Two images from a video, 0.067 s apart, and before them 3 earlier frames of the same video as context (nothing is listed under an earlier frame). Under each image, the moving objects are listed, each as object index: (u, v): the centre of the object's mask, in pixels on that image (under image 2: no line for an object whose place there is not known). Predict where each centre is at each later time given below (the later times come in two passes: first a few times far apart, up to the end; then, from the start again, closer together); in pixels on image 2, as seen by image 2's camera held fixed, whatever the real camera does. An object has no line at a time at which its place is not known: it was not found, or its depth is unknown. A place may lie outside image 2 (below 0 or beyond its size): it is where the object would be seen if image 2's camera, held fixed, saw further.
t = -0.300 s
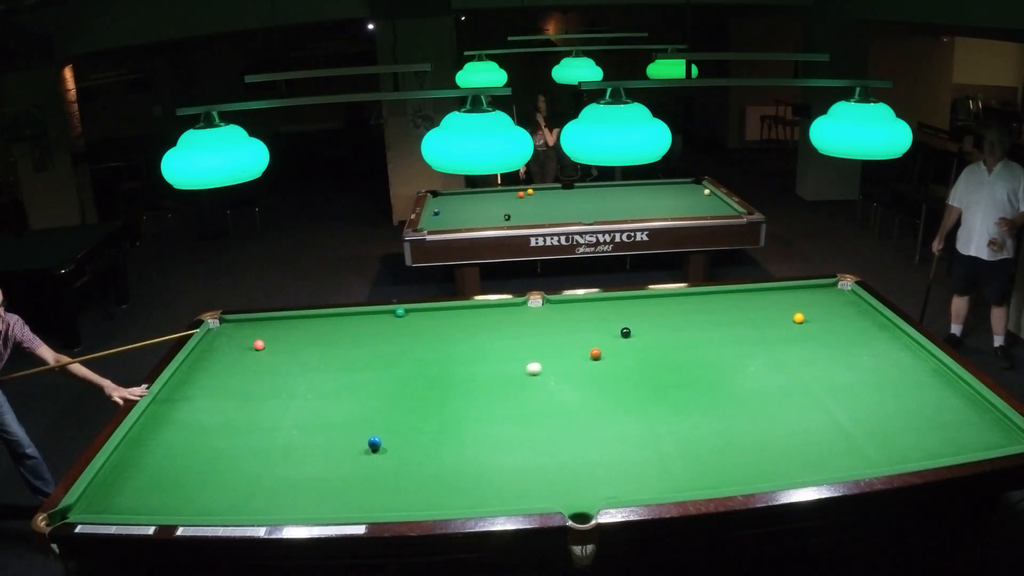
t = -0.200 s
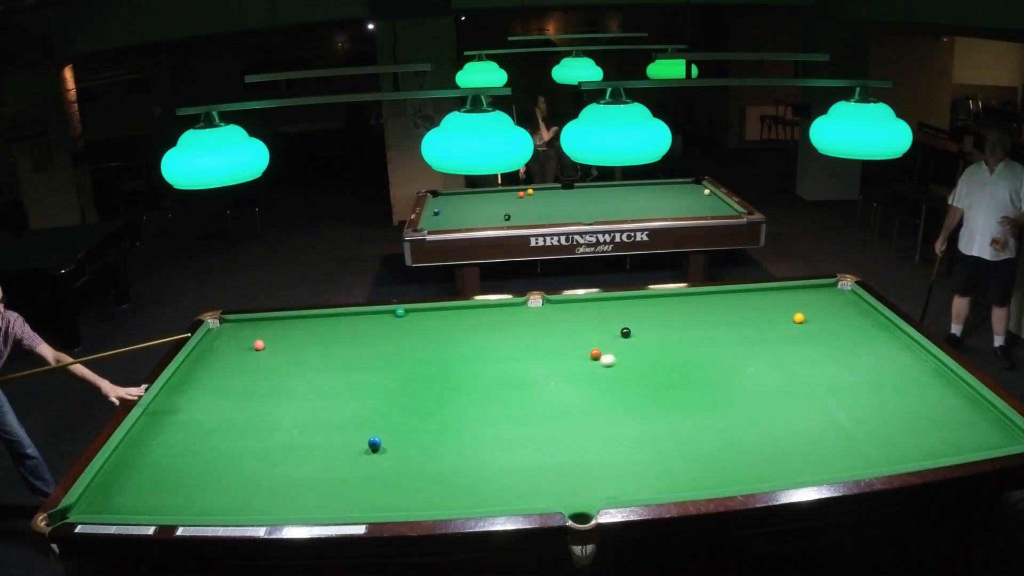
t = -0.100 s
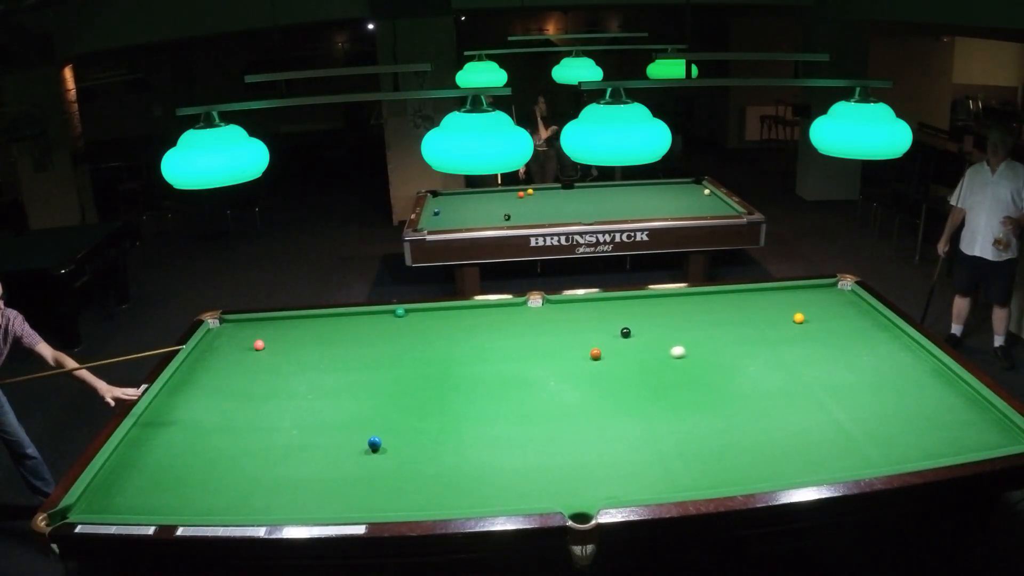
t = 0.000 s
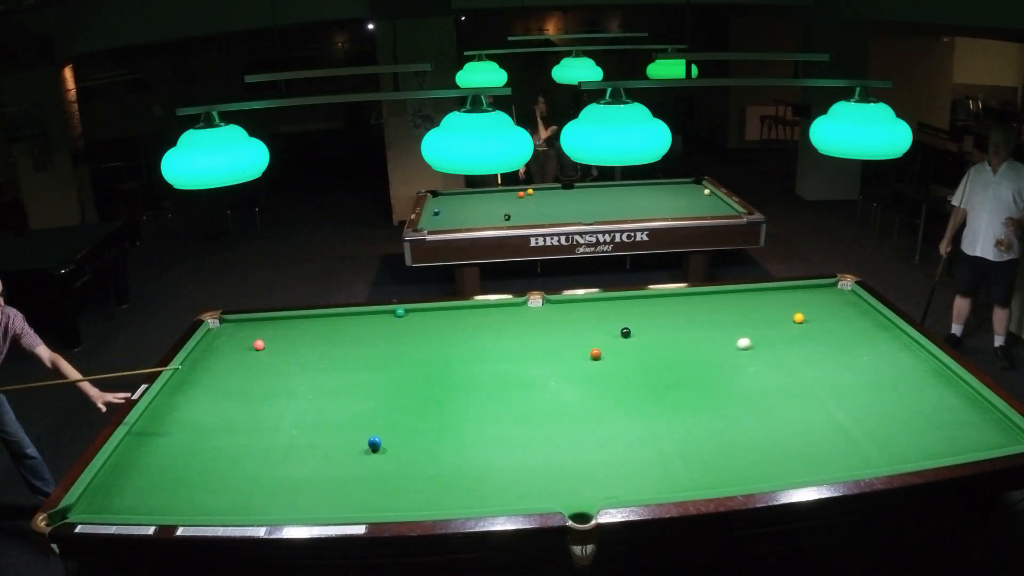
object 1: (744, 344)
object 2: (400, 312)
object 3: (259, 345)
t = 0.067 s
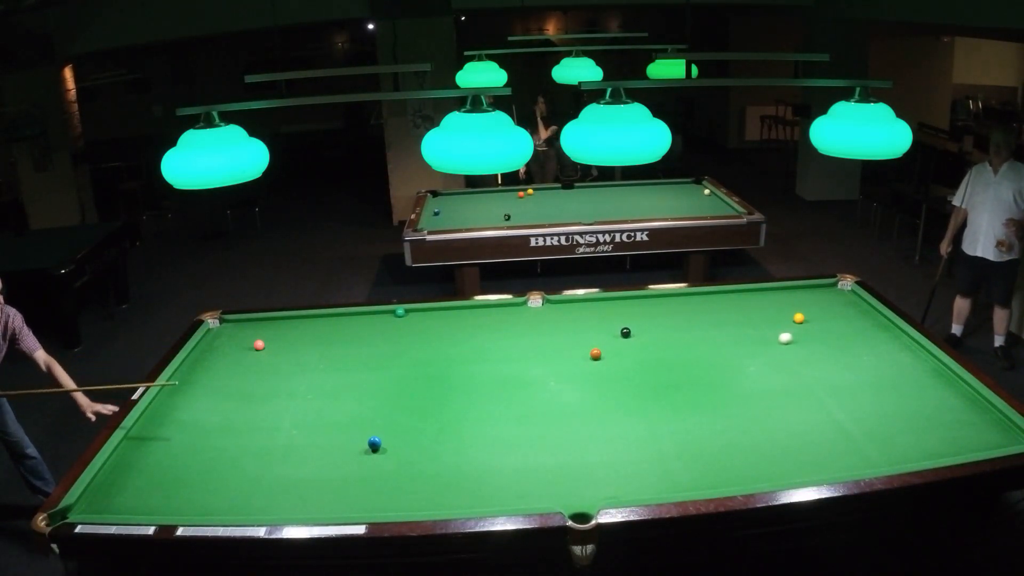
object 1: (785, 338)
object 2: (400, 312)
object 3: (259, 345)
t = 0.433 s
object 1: (805, 323)
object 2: (400, 312)
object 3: (259, 345)
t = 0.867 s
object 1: (602, 319)
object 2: (400, 312)
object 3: (259, 345)
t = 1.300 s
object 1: (411, 315)
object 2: (399, 312)
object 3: (259, 345)
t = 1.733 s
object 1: (290, 339)
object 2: (353, 339)
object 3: (259, 345)
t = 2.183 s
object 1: (248, 348)
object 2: (300, 373)
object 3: (191, 358)
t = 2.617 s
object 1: (222, 353)
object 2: (243, 407)
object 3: (239, 362)
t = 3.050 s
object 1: (199, 357)
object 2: (183, 445)
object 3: (286, 367)
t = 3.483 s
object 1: (191, 361)
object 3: (333, 371)
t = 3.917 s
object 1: (199, 362)
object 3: (380, 374)
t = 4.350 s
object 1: (204, 362)
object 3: (425, 378)
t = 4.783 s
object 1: (207, 363)
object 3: (468, 381)
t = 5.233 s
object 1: (208, 363)
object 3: (508, 384)
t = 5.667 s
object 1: (208, 363)
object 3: (544, 386)
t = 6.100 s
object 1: (208, 362)
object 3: (577, 388)
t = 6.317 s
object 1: (208, 363)
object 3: (592, 389)
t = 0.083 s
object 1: (795, 337)
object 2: (400, 312)
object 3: (259, 345)
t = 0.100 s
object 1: (805, 336)
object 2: (400, 312)
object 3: (259, 345)
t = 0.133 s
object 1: (824, 333)
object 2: (400, 312)
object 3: (259, 345)
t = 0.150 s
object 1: (834, 332)
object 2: (400, 312)
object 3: (259, 345)
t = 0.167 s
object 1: (843, 331)
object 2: (400, 312)
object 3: (259, 345)
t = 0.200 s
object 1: (861, 328)
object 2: (400, 312)
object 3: (259, 345)
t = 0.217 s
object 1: (870, 327)
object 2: (400, 312)
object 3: (259, 345)
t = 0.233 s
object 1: (879, 325)
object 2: (400, 312)
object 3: (259, 345)
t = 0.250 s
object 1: (888, 324)
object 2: (400, 312)
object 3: (259, 345)
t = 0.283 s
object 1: (879, 324)
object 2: (400, 312)
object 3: (259, 345)
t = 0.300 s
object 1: (871, 324)
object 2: (400, 312)
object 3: (259, 345)
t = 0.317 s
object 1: (862, 324)
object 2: (400, 312)
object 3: (259, 345)
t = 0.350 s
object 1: (845, 323)
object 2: (400, 312)
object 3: (259, 345)
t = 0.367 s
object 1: (837, 323)
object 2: (400, 312)
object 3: (259, 345)
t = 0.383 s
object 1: (828, 323)
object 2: (400, 312)
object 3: (259, 345)
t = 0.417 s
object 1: (813, 323)
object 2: (400, 312)
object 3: (259, 345)
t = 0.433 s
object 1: (805, 323)
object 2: (400, 312)
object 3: (259, 345)
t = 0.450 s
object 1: (797, 323)
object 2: (400, 312)
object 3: (259, 345)
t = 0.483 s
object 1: (782, 322)
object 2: (400, 312)
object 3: (259, 345)
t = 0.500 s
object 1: (774, 322)
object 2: (400, 312)
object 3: (259, 345)
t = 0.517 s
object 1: (766, 322)
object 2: (400, 312)
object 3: (259, 345)
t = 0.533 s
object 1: (758, 322)
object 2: (400, 312)
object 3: (259, 345)
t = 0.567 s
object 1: (742, 322)
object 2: (400, 312)
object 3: (259, 345)
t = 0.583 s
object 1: (735, 321)
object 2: (400, 312)
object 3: (259, 345)
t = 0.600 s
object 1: (727, 321)
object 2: (400, 312)
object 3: (259, 345)
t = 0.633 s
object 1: (711, 321)
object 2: (400, 312)
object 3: (259, 345)
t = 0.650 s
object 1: (703, 321)
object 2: (400, 312)
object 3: (259, 345)
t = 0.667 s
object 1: (696, 321)
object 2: (400, 312)
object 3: (259, 345)
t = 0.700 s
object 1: (680, 321)
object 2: (400, 312)
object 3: (259, 345)
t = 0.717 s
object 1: (672, 320)
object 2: (400, 312)
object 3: (259, 345)
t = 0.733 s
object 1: (664, 320)
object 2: (400, 312)
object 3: (259, 345)
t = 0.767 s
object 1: (649, 320)
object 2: (400, 312)
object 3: (259, 345)
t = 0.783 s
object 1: (641, 320)
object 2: (400, 312)
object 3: (259, 345)
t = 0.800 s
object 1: (633, 319)
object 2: (400, 312)
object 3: (259, 345)
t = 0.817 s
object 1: (625, 319)
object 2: (400, 312)
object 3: (259, 345)
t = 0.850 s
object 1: (610, 319)
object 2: (400, 312)
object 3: (259, 345)
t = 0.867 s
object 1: (602, 319)
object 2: (400, 312)
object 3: (259, 345)
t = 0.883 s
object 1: (594, 319)
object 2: (400, 312)
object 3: (259, 345)
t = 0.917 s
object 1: (579, 318)
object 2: (400, 312)
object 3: (259, 345)
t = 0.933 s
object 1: (571, 318)
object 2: (400, 312)
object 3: (259, 345)
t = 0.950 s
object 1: (563, 318)
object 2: (400, 312)
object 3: (259, 345)
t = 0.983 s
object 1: (548, 318)
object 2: (400, 312)
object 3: (259, 345)
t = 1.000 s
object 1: (540, 318)
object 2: (400, 312)
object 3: (259, 345)
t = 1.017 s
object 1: (533, 318)
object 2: (400, 312)
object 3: (259, 345)
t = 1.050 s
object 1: (518, 317)
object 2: (400, 312)
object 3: (259, 345)
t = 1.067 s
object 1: (510, 317)
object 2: (400, 312)
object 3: (259, 345)
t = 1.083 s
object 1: (503, 317)
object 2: (400, 312)
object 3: (259, 345)
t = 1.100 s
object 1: (496, 317)
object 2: (400, 312)
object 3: (259, 345)
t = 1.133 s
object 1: (482, 317)
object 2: (400, 312)
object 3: (259, 345)
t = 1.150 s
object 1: (474, 316)
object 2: (400, 312)
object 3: (259, 345)
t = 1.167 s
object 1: (467, 316)
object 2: (400, 312)
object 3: (259, 345)
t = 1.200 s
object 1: (453, 316)
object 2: (400, 312)
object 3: (259, 345)
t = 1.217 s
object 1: (446, 316)
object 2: (400, 312)
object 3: (259, 345)
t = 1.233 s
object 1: (438, 316)
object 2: (400, 312)
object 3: (259, 345)
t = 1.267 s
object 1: (425, 315)
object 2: (400, 312)
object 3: (259, 345)
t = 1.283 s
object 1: (417, 315)
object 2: (400, 312)
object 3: (259, 345)
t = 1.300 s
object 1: (411, 315)
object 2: (399, 312)
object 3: (259, 345)
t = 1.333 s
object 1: (401, 316)
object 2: (395, 311)
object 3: (259, 345)
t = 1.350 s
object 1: (396, 317)
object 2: (393, 311)
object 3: (259, 345)
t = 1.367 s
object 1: (392, 318)
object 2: (392, 312)
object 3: (259, 345)
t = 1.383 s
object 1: (388, 320)
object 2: (390, 313)
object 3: (259, 345)
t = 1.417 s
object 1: (380, 321)
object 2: (388, 317)
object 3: (259, 345)
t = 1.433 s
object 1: (375, 323)
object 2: (386, 319)
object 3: (259, 345)
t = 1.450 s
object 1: (371, 323)
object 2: (385, 320)
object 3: (259, 345)
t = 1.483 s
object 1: (361, 325)
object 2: (380, 322)
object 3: (259, 345)
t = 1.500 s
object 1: (357, 326)
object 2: (378, 323)
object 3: (259, 345)
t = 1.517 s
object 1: (352, 327)
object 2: (376, 324)
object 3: (259, 345)
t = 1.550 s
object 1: (342, 329)
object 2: (373, 327)
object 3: (259, 345)
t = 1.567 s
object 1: (338, 330)
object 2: (371, 328)
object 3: (259, 345)
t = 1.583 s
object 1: (333, 331)
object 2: (369, 329)
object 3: (259, 345)
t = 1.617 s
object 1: (323, 333)
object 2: (365, 331)
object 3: (259, 345)
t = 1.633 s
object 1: (319, 334)
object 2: (363, 333)
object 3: (259, 345)
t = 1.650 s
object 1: (314, 334)
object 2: (362, 333)
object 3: (259, 345)
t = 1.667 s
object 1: (309, 335)
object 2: (360, 335)
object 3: (259, 345)
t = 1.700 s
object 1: (300, 337)
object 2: (357, 337)
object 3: (259, 345)
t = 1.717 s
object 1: (295, 338)
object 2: (355, 338)
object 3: (259, 345)
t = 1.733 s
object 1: (290, 339)
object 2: (353, 339)
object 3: (259, 345)
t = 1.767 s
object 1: (281, 341)
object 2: (349, 342)
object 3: (259, 345)
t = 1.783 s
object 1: (276, 342)
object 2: (347, 343)
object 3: (259, 345)
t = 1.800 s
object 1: (272, 342)
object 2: (345, 344)
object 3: (259, 345)
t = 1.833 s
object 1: (269, 343)
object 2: (341, 346)
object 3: (252, 346)
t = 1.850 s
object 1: (269, 343)
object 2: (339, 347)
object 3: (248, 347)
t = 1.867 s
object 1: (268, 343)
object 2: (337, 349)
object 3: (244, 348)
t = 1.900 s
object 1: (267, 344)
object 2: (333, 351)
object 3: (236, 349)
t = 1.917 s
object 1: (266, 344)
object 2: (332, 352)
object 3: (233, 350)
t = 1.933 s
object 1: (265, 344)
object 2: (330, 354)
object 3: (230, 350)
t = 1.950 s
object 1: (264, 344)
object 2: (328, 355)
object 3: (226, 351)
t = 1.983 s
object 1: (261, 345)
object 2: (324, 357)
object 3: (221, 352)
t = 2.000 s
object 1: (260, 345)
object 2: (322, 359)
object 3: (217, 353)
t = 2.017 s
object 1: (259, 345)
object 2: (320, 360)
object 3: (214, 353)
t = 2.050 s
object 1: (257, 346)
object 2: (316, 362)
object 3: (209, 354)
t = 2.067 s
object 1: (256, 346)
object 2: (314, 364)
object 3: (205, 355)
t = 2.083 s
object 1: (255, 346)
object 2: (311, 365)
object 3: (202, 355)
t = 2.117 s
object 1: (252, 347)
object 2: (308, 367)
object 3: (197, 356)
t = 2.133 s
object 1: (251, 347)
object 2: (306, 369)
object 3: (193, 357)
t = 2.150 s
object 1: (250, 347)
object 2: (304, 370)
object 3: (190, 357)
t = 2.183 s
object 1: (248, 348)
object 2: (300, 373)
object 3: (191, 358)
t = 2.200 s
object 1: (247, 348)
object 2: (298, 374)
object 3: (193, 358)
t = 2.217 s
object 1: (246, 348)
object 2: (296, 375)
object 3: (195, 358)
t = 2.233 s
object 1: (245, 348)
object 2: (293, 376)
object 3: (197, 358)
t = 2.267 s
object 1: (243, 349)
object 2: (289, 379)
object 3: (200, 359)
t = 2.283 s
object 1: (242, 349)
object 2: (287, 380)
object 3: (202, 359)
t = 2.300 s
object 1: (241, 349)
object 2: (285, 381)
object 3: (204, 359)
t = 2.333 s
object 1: (239, 349)
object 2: (280, 384)
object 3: (208, 359)
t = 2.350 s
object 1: (238, 350)
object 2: (278, 385)
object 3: (209, 360)
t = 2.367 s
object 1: (237, 350)
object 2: (276, 387)
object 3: (211, 360)
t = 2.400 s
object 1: (234, 350)
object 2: (272, 390)
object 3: (215, 361)
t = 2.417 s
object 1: (234, 351)
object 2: (270, 391)
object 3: (217, 360)
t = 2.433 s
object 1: (233, 351)
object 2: (268, 392)
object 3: (218, 361)
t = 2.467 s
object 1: (231, 351)
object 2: (263, 395)
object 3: (222, 361)
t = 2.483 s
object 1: (230, 351)
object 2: (261, 396)
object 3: (224, 361)
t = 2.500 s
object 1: (229, 351)
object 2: (259, 398)
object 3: (226, 362)
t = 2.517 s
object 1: (228, 352)
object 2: (257, 399)
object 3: (228, 362)
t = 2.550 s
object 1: (226, 352)
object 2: (252, 402)
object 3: (231, 362)
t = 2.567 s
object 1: (225, 352)
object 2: (250, 403)
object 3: (233, 362)
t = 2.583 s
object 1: (224, 353)
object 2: (248, 404)
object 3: (235, 362)
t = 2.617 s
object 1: (222, 353)
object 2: (243, 407)
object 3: (239, 362)
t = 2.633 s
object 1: (221, 353)
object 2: (241, 409)
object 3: (241, 363)
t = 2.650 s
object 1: (220, 353)
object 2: (239, 410)
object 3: (242, 363)
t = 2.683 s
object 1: (218, 354)
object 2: (234, 413)
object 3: (246, 363)
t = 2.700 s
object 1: (217, 354)
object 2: (232, 415)
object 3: (248, 364)
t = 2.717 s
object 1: (216, 354)
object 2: (230, 416)
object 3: (250, 364)
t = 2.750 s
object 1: (214, 354)
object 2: (225, 419)
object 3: (253, 364)
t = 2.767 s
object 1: (214, 355)
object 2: (223, 420)
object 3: (255, 364)
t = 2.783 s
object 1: (213, 355)
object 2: (221, 422)
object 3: (257, 365)
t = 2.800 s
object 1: (212, 355)
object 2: (218, 423)
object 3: (259, 365)
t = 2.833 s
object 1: (210, 355)
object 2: (214, 426)
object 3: (262, 365)
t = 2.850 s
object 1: (209, 356)
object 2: (211, 427)
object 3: (264, 365)
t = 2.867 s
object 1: (208, 356)
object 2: (209, 429)
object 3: (266, 365)
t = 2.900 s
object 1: (207, 356)
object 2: (204, 432)
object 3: (270, 365)
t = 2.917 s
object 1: (206, 356)
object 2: (202, 433)
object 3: (272, 366)
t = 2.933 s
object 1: (205, 356)
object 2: (200, 435)
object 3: (274, 366)
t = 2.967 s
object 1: (203, 357)
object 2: (195, 438)
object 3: (277, 366)
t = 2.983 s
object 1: (202, 357)
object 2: (193, 439)
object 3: (279, 366)
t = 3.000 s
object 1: (202, 357)
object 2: (190, 441)
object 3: (281, 367)
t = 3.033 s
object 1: (200, 357)
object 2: (185, 444)
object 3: (285, 367)
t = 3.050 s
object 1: (199, 357)
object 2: (183, 445)
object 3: (286, 367)
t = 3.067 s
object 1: (198, 358)
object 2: (180, 447)
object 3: (288, 367)
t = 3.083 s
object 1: (198, 358)
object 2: (178, 448)
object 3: (290, 367)
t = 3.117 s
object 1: (196, 358)
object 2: (174, 451)
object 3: (294, 368)
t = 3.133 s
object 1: (195, 358)
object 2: (171, 452)
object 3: (296, 368)
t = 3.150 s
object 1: (195, 358)
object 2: (169, 454)
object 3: (297, 368)
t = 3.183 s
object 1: (193, 359)
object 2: (164, 457)
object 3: (301, 368)
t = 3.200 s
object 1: (192, 359)
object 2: (162, 458)
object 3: (303, 368)
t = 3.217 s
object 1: (191, 359)
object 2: (160, 460)
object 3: (305, 368)
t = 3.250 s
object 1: (190, 360)
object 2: (155, 463)
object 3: (308, 369)
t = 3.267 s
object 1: (189, 360)
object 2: (152, 465)
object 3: (310, 369)
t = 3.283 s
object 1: (189, 360)
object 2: (150, 466)
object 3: (312, 369)
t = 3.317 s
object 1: (187, 360)
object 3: (315, 369)
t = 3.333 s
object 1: (188, 360)
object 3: (317, 369)
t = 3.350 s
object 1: (188, 360)
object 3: (319, 370)
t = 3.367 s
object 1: (188, 360)
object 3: (321, 370)
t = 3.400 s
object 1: (189, 360)
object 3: (325, 370)
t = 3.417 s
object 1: (189, 360)
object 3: (326, 370)
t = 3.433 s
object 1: (190, 360)
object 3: (328, 370)
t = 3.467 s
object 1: (190, 361)
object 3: (332, 371)
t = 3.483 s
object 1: (191, 361)
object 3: (333, 371)
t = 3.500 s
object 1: (191, 361)
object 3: (335, 371)
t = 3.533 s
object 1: (192, 361)
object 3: (339, 371)
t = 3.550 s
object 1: (192, 361)
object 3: (341, 372)
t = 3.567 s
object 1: (192, 361)
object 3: (343, 372)
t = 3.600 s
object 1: (193, 361)
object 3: (346, 372)
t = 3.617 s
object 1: (193, 361)
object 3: (348, 372)
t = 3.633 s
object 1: (194, 361)
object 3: (350, 372)
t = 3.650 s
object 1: (193, 361)
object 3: (352, 372)
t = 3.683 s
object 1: (195, 361)
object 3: (355, 373)
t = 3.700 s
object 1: (195, 361)
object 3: (357, 373)
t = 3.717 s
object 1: (195, 361)
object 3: (359, 373)
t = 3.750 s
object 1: (196, 361)
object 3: (362, 373)
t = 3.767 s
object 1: (196, 361)
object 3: (364, 373)
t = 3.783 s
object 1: (197, 361)
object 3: (366, 373)
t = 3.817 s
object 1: (197, 362)
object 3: (369, 374)
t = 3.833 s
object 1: (197, 362)
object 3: (371, 374)
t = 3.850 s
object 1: (198, 362)
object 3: (373, 374)
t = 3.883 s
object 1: (198, 362)
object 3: (376, 374)
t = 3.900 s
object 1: (198, 362)
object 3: (378, 374)
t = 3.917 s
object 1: (199, 362)
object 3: (380, 374)
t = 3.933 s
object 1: (199, 362)
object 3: (382, 374)
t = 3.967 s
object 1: (200, 362)
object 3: (385, 375)
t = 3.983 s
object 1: (200, 362)
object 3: (387, 375)
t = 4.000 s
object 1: (200, 362)
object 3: (389, 375)
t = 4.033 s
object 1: (201, 362)
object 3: (392, 375)
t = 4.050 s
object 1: (201, 362)
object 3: (394, 375)
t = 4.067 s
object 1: (201, 362)
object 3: (396, 376)
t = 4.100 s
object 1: (201, 362)
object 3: (399, 376)
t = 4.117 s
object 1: (202, 362)
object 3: (401, 376)
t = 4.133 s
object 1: (202, 362)
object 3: (403, 376)
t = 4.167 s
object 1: (202, 362)
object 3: (406, 376)
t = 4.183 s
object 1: (203, 362)
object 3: (408, 376)
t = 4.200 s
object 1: (202, 362)
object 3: (410, 376)
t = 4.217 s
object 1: (203, 362)
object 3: (411, 377)
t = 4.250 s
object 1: (203, 362)
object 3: (415, 377)
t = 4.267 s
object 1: (203, 362)
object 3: (416, 377)
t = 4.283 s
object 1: (204, 362)
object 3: (418, 377)
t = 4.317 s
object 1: (204, 362)
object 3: (422, 377)
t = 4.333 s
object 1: (204, 362)
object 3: (423, 378)
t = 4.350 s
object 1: (204, 362)
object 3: (425, 378)
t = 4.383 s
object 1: (205, 362)
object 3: (428, 378)
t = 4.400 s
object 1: (205, 362)
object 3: (430, 378)
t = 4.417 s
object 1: (205, 362)
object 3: (432, 378)
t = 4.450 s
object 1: (205, 363)
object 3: (435, 378)
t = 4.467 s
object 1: (206, 362)
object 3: (437, 378)
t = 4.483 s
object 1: (206, 362)
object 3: (438, 379)
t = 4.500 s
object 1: (206, 362)
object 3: (440, 379)
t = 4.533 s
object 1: (206, 363)
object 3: (443, 379)
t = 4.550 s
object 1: (206, 362)
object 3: (445, 379)
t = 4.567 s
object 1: (206, 363)
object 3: (447, 379)
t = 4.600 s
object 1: (207, 362)
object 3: (450, 380)
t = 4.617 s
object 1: (207, 362)
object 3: (451, 380)
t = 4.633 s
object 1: (207, 362)
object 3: (453, 380)
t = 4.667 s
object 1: (207, 363)
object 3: (456, 380)
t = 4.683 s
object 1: (207, 363)
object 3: (458, 380)
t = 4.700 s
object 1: (207, 363)
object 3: (460, 380)
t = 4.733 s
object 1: (207, 363)
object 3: (463, 381)
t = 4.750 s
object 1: (207, 363)
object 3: (464, 381)
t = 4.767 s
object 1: (207, 363)
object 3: (466, 381)
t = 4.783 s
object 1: (207, 363)
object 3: (468, 381)
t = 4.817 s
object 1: (208, 363)
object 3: (471, 381)
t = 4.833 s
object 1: (208, 363)
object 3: (472, 381)
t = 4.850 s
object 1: (207, 363)
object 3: (474, 381)
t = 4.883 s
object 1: (208, 362)
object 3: (477, 382)
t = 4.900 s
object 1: (208, 363)
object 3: (478, 382)
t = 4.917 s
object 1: (208, 362)
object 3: (479, 382)
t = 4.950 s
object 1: (208, 362)
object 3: (482, 382)
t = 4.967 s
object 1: (208, 363)
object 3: (484, 382)
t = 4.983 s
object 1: (208, 363)
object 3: (486, 382)
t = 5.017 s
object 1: (208, 363)
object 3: (488, 382)
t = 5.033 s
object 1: (208, 363)
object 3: (490, 382)
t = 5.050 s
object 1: (208, 363)
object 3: (492, 382)
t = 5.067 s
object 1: (208, 363)
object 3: (493, 383)
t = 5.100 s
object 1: (208, 363)
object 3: (496, 383)
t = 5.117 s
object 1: (208, 363)
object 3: (498, 383)
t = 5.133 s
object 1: (208, 363)
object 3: (499, 383)
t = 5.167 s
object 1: (208, 363)
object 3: (502, 383)
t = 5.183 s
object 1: (208, 363)
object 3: (504, 383)
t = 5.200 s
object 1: (208, 363)
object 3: (505, 384)
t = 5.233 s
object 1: (208, 363)
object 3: (508, 384)
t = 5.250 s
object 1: (208, 363)
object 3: (509, 384)
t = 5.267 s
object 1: (208, 363)
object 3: (511, 384)
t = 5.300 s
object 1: (208, 363)
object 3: (514, 384)
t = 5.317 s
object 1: (208, 363)
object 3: (515, 384)
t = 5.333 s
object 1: (208, 363)
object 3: (517, 384)
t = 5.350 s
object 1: (208, 363)
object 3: (518, 384)
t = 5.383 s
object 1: (208, 362)
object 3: (521, 385)
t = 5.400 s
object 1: (208, 363)
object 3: (522, 385)
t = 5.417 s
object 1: (208, 363)
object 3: (524, 385)
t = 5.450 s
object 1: (208, 363)
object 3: (527, 385)
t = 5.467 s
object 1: (208, 363)
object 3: (528, 385)
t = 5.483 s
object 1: (208, 363)
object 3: (529, 385)
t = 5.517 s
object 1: (208, 363)
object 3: (532, 385)
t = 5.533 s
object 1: (208, 363)
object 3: (534, 385)
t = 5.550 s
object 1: (208, 363)
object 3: (535, 386)
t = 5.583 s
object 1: (208, 363)
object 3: (537, 386)
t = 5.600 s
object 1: (208, 363)
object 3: (539, 386)
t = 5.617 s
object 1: (208, 363)
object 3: (540, 386)
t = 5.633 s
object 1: (208, 363)
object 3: (541, 386)
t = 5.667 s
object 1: (208, 363)
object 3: (544, 386)
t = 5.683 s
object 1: (208, 363)
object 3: (546, 386)
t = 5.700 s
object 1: (208, 363)
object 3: (547, 386)
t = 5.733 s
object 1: (208, 363)
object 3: (549, 386)
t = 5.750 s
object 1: (208, 363)
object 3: (551, 387)
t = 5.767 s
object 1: (208, 363)
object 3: (552, 387)
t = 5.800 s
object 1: (208, 363)
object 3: (555, 387)
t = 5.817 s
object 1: (208, 363)
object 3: (556, 387)
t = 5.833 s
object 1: (208, 363)
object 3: (557, 387)
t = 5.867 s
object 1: (208, 363)
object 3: (560, 387)
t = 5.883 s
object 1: (208, 363)
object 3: (561, 387)
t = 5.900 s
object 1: (208, 363)
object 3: (562, 387)
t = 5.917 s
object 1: (208, 363)
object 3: (564, 387)
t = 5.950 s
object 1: (208, 363)
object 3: (566, 388)
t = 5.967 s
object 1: (208, 363)
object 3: (567, 388)
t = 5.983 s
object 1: (208, 363)
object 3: (568, 388)
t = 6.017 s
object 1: (208, 362)
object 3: (571, 388)
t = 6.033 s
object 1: (208, 362)
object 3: (572, 388)
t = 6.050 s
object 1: (208, 363)
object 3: (573, 388)
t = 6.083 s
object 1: (208, 362)
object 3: (576, 388)
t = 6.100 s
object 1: (208, 362)
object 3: (577, 388)
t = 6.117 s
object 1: (208, 362)
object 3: (578, 388)
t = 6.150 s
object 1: (208, 363)
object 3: (580, 388)
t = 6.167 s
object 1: (208, 363)
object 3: (582, 389)
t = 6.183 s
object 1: (208, 363)
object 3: (583, 389)
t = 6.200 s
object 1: (208, 363)
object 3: (584, 389)
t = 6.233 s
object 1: (208, 363)
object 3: (586, 389)
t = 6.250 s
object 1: (208, 363)
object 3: (587, 389)
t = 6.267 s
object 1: (208, 363)
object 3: (589, 389)
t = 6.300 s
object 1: (208, 363)
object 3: (591, 389)
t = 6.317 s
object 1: (208, 363)
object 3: (592, 389)
